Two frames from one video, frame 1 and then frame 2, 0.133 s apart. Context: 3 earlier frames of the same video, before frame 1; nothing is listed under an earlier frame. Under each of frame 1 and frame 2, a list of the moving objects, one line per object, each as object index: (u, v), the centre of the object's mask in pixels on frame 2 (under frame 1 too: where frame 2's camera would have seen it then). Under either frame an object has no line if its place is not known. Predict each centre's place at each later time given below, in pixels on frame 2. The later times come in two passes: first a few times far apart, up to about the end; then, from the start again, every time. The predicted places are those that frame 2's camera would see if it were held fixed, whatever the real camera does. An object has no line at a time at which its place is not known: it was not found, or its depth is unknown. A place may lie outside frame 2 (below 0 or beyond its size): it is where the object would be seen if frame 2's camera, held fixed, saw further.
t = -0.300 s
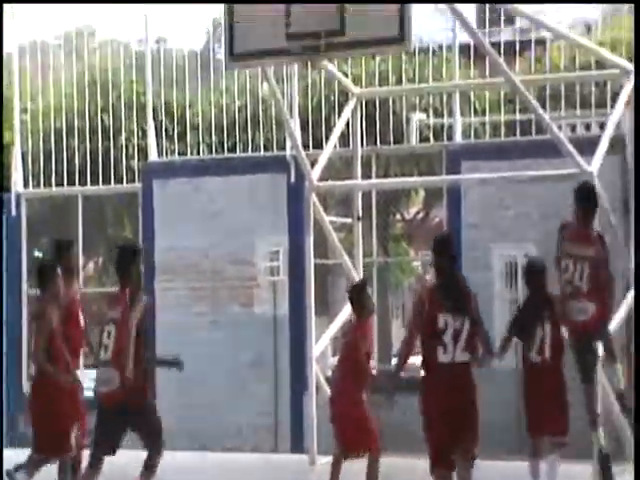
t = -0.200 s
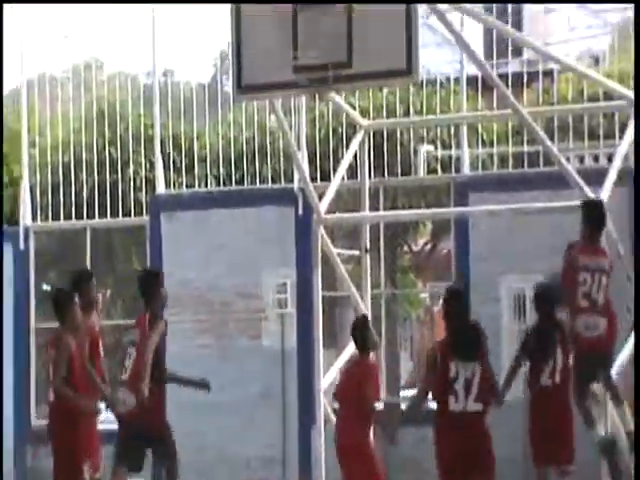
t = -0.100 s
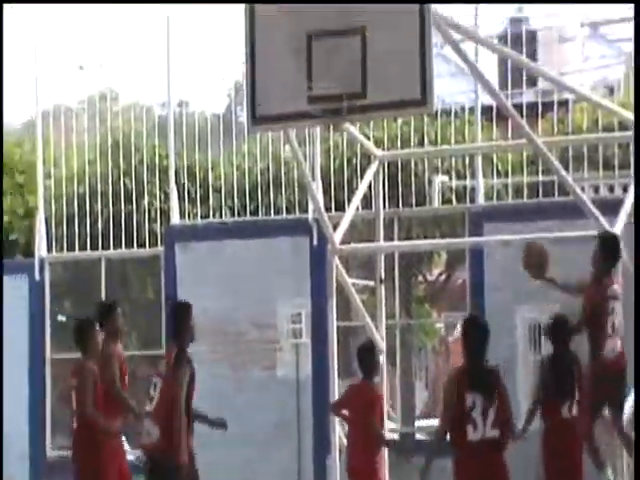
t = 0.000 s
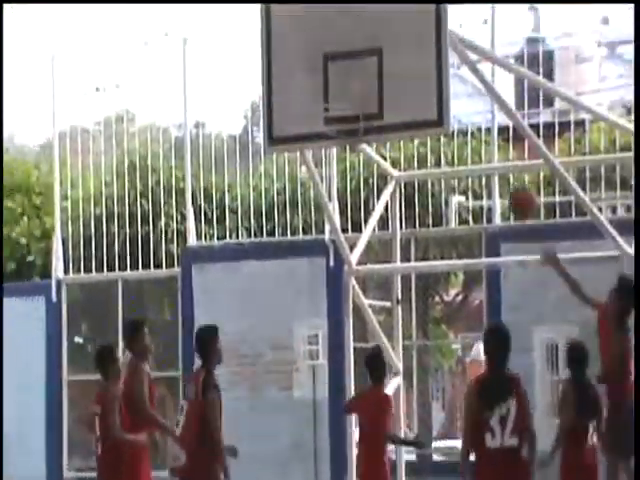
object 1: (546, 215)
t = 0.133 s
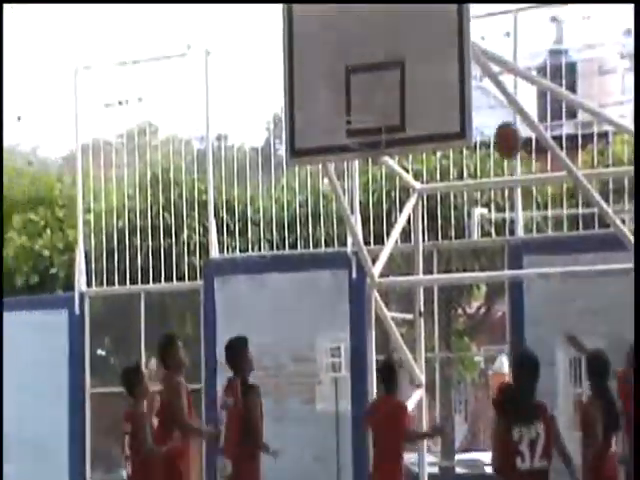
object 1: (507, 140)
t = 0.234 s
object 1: (481, 104)
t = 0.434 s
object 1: (430, 83)
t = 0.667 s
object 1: (407, 94)
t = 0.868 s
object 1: (432, 89)
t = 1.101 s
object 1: (452, 161)
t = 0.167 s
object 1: (498, 126)
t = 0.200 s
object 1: (490, 115)
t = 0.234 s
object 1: (481, 104)
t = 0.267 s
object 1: (473, 97)
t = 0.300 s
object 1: (463, 91)
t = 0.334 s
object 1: (454, 87)
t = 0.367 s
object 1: (446, 85)
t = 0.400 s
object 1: (436, 82)
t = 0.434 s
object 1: (430, 83)
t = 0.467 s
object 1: (422, 86)
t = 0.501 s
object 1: (417, 90)
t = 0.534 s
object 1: (406, 97)
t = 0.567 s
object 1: (398, 103)
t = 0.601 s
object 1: (393, 106)
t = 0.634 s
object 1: (400, 102)
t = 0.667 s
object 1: (407, 94)
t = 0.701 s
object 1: (413, 89)
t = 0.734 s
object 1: (421, 87)
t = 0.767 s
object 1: (426, 85)
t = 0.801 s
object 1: (428, 85)
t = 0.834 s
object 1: (431, 86)
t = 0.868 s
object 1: (432, 89)
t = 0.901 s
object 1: (435, 95)
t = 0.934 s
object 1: (437, 101)
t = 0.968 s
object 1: (439, 109)
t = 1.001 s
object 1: (442, 118)
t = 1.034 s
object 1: (445, 130)
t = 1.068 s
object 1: (449, 143)
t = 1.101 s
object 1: (452, 161)
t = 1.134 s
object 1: (454, 179)
